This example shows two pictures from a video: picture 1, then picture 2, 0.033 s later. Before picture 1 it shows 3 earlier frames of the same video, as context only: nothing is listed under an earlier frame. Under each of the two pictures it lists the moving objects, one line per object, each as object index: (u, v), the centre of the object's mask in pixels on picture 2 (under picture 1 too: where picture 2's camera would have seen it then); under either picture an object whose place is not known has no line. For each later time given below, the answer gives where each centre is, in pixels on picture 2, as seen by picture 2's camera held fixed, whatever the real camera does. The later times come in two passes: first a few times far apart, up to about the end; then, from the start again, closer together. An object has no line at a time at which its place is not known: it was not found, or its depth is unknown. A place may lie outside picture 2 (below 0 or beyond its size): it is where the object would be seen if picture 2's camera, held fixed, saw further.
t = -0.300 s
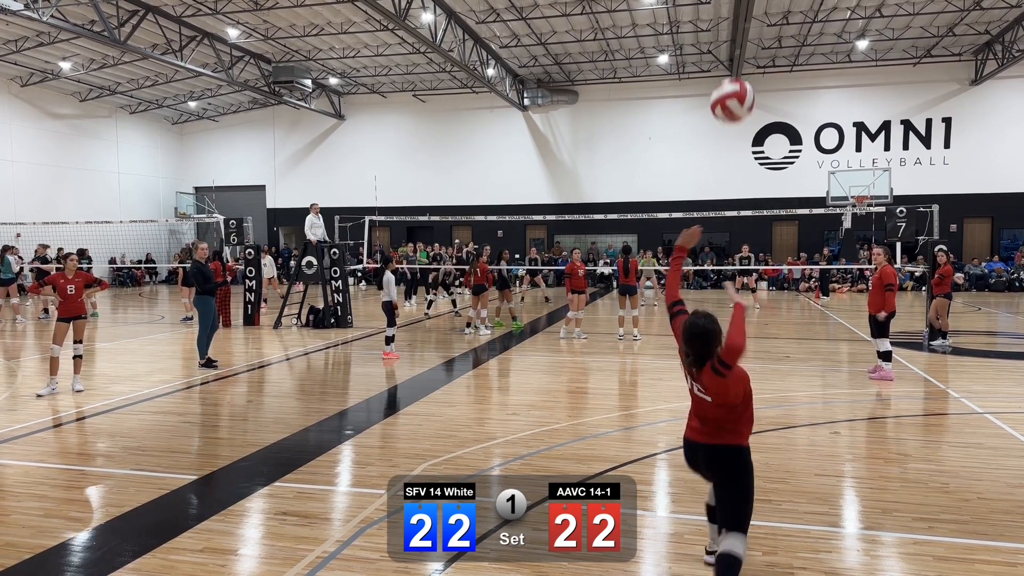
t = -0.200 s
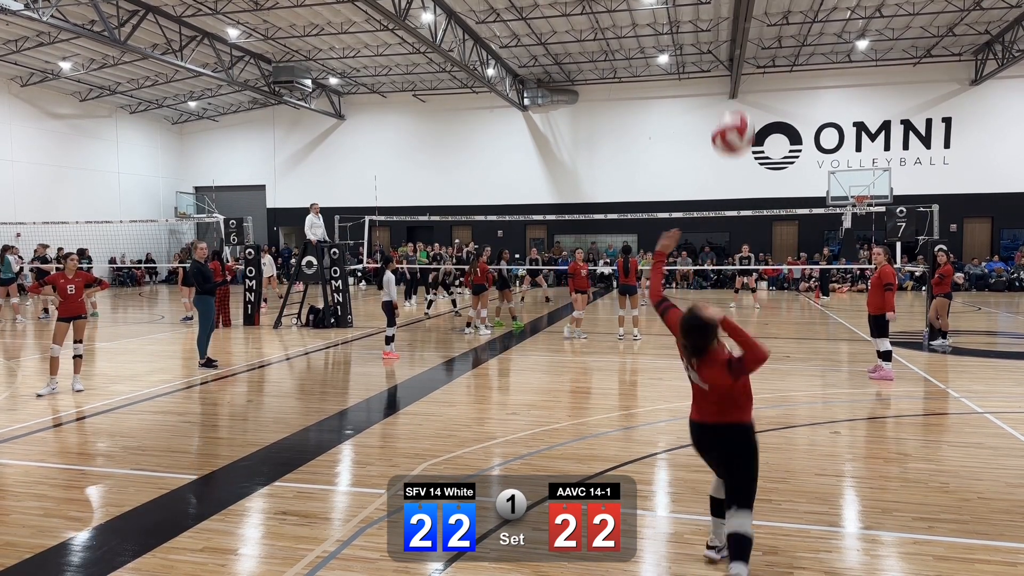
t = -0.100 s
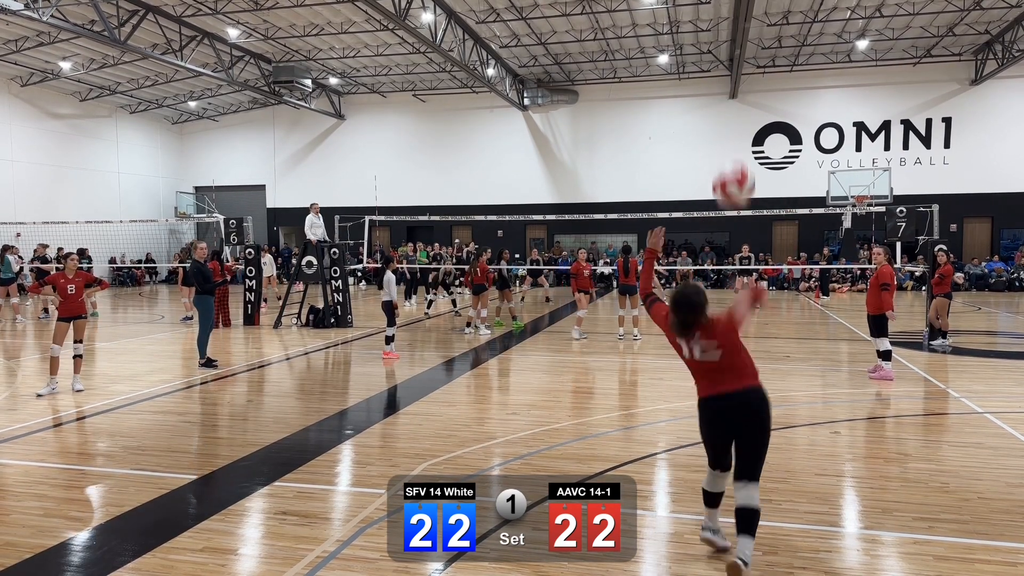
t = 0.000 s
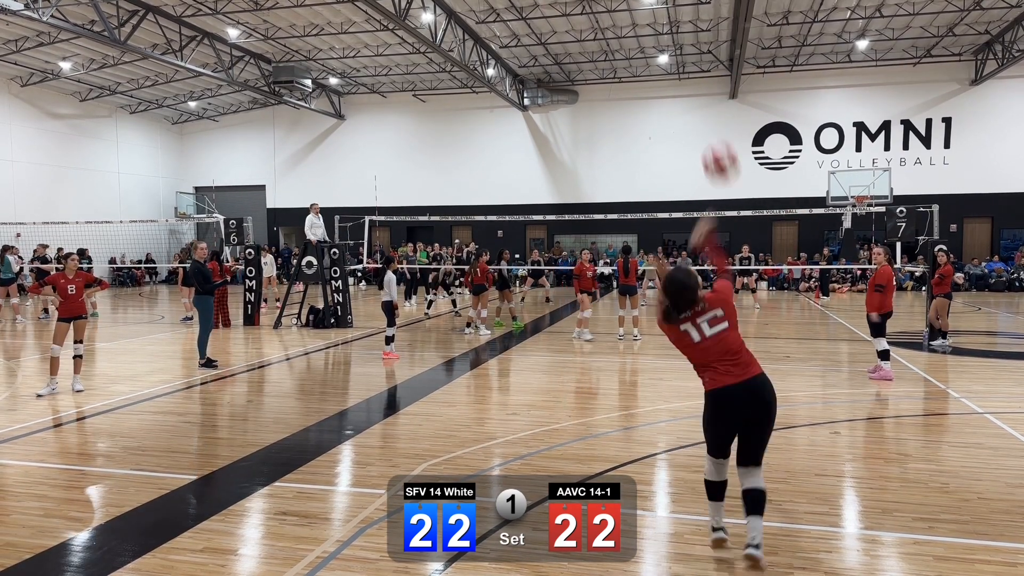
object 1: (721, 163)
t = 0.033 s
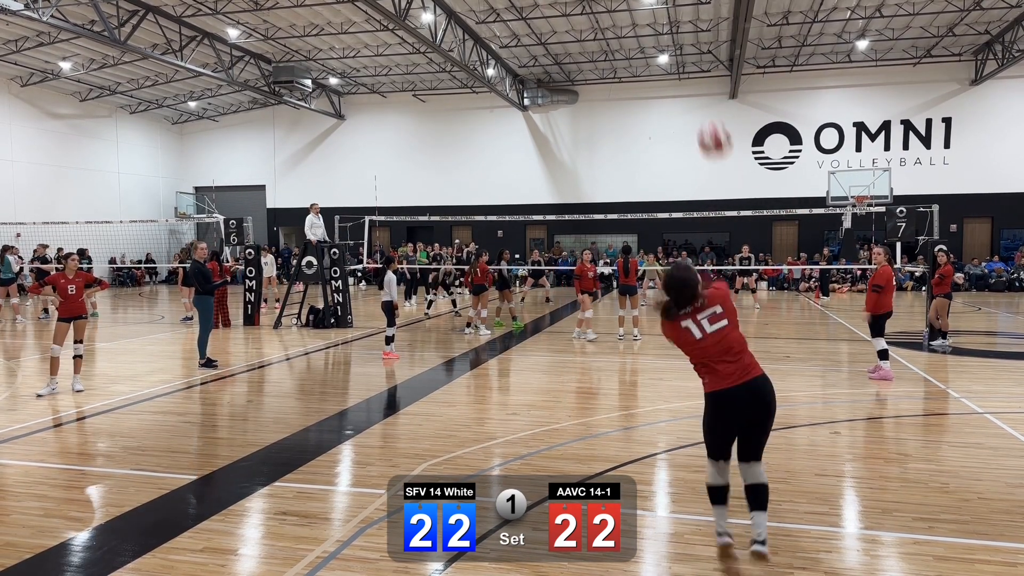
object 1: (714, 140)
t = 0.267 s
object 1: (692, 73)
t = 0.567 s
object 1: (674, 94)
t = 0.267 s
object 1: (692, 73)
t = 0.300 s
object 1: (690, 72)
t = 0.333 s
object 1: (687, 72)
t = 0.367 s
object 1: (685, 73)
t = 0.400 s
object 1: (684, 74)
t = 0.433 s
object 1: (682, 77)
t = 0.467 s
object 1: (679, 80)
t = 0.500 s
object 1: (677, 85)
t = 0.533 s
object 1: (676, 89)
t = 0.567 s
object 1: (674, 94)
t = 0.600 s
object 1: (673, 100)
